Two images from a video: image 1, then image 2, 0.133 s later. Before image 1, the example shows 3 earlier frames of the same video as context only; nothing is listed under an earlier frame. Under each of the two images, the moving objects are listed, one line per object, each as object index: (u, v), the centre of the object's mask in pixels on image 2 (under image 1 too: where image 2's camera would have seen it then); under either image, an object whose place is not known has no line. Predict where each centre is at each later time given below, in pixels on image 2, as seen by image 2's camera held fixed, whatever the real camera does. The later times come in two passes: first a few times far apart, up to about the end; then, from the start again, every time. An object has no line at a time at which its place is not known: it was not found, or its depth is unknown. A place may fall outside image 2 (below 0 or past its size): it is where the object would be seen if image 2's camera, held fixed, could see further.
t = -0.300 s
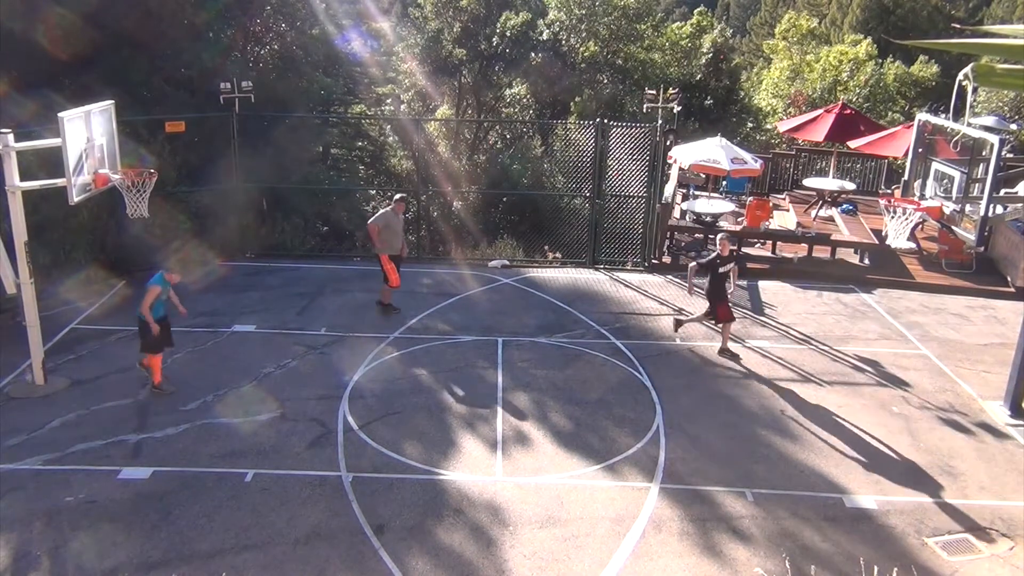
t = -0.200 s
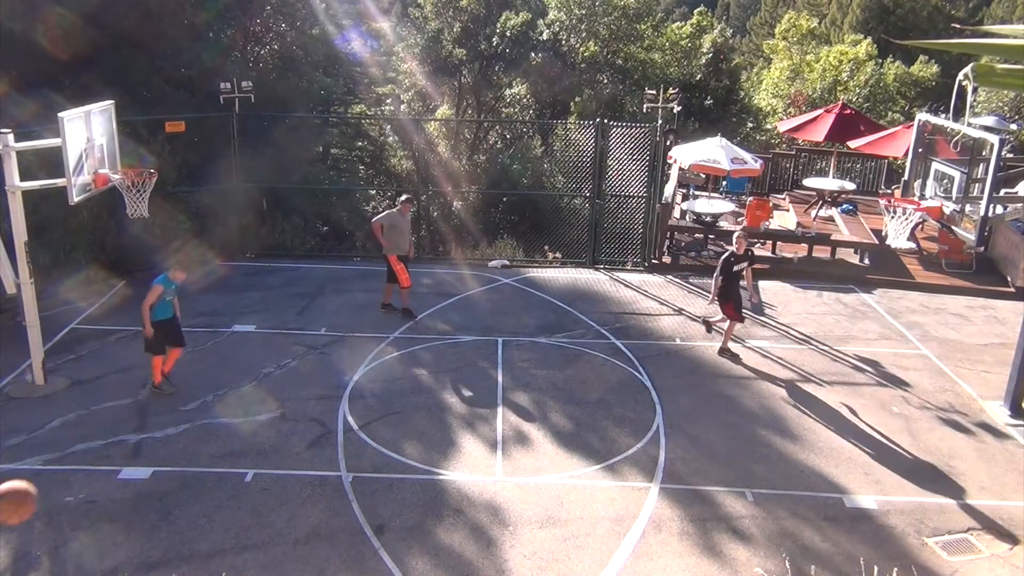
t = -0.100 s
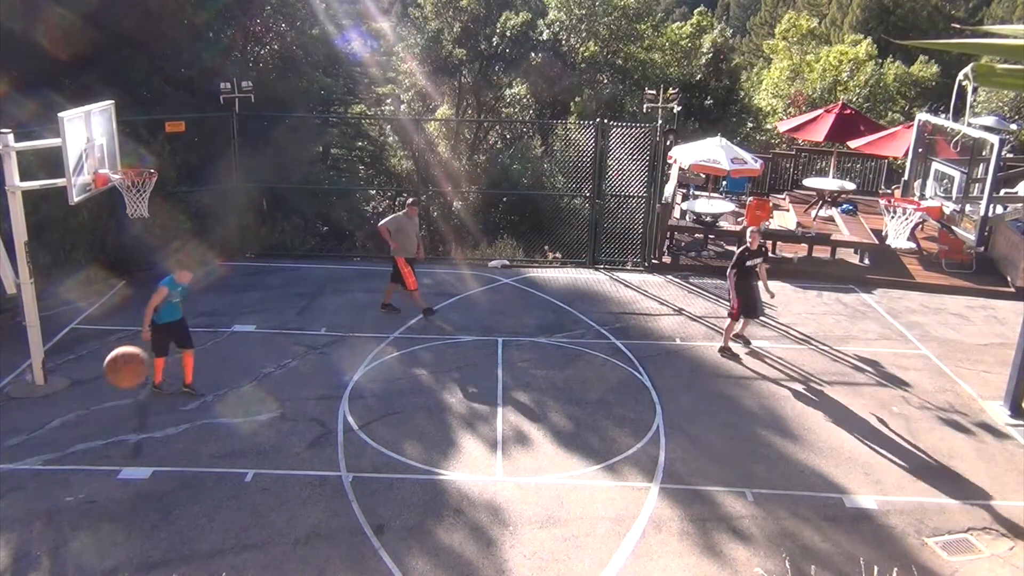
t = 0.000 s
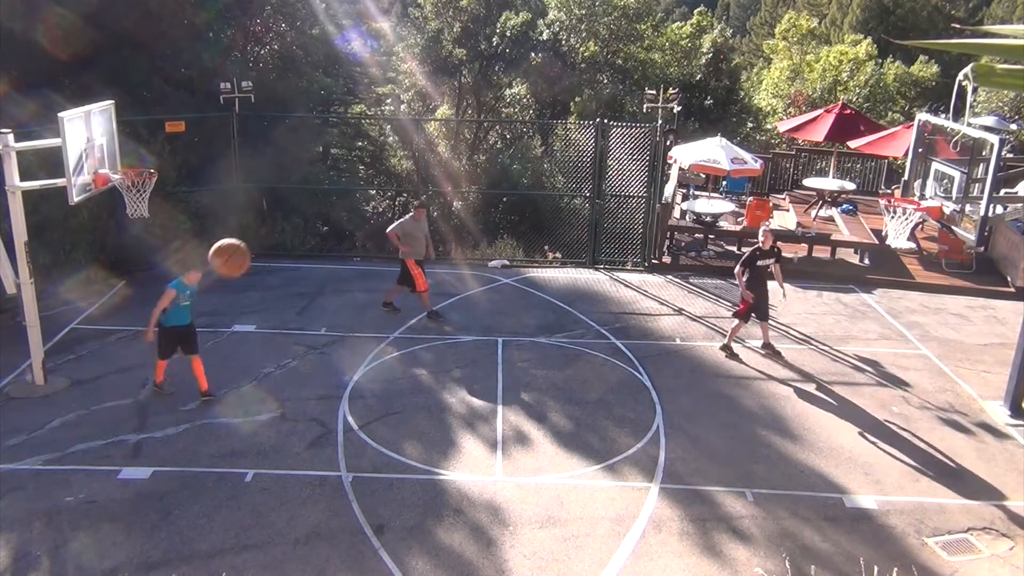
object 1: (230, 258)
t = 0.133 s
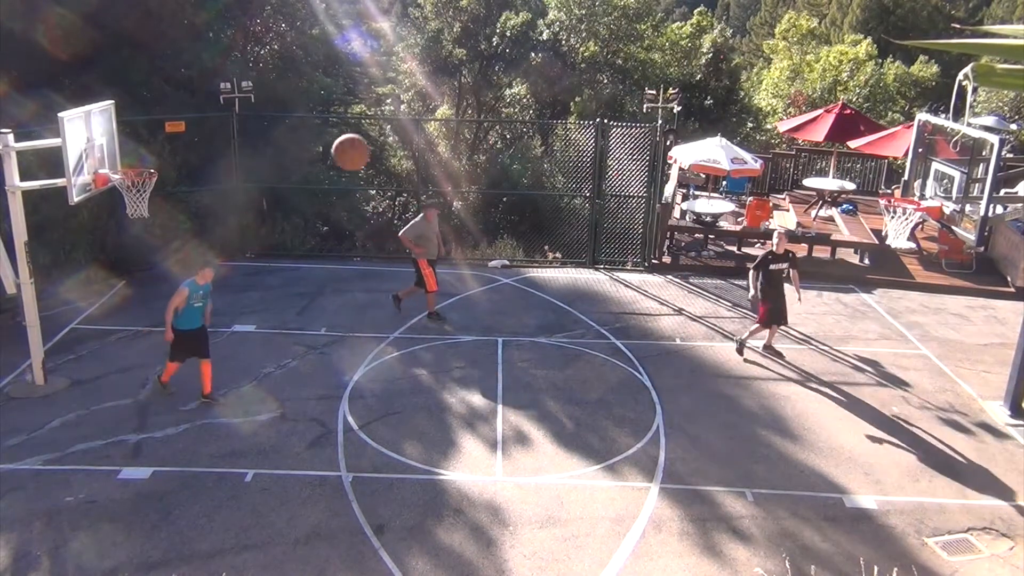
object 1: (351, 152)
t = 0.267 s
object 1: (456, 85)
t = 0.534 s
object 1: (622, 42)
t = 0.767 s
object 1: (726, 78)
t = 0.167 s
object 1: (378, 132)
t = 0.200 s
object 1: (405, 115)
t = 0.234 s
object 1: (431, 98)
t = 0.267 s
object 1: (456, 85)
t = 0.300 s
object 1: (480, 74)
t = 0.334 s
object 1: (503, 64)
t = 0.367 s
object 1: (525, 56)
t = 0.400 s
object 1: (546, 51)
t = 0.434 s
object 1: (566, 46)
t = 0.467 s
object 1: (586, 44)
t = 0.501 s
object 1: (605, 42)
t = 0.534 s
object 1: (622, 42)
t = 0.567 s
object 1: (639, 44)
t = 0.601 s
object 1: (656, 47)
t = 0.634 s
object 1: (671, 51)
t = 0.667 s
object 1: (686, 56)
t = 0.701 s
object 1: (700, 63)
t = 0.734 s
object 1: (713, 70)
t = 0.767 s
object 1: (726, 78)
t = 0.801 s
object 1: (737, 87)
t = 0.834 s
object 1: (748, 97)
